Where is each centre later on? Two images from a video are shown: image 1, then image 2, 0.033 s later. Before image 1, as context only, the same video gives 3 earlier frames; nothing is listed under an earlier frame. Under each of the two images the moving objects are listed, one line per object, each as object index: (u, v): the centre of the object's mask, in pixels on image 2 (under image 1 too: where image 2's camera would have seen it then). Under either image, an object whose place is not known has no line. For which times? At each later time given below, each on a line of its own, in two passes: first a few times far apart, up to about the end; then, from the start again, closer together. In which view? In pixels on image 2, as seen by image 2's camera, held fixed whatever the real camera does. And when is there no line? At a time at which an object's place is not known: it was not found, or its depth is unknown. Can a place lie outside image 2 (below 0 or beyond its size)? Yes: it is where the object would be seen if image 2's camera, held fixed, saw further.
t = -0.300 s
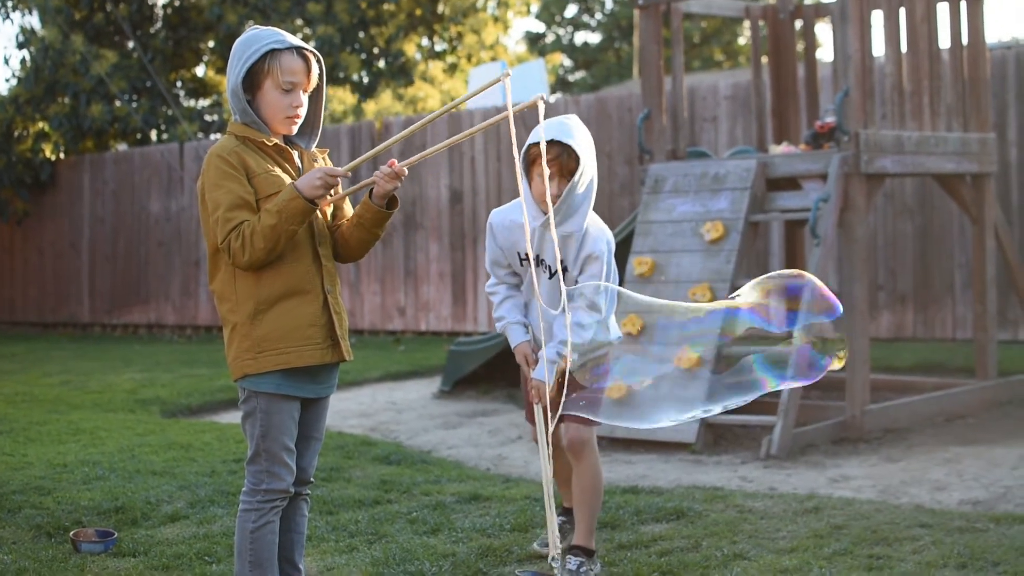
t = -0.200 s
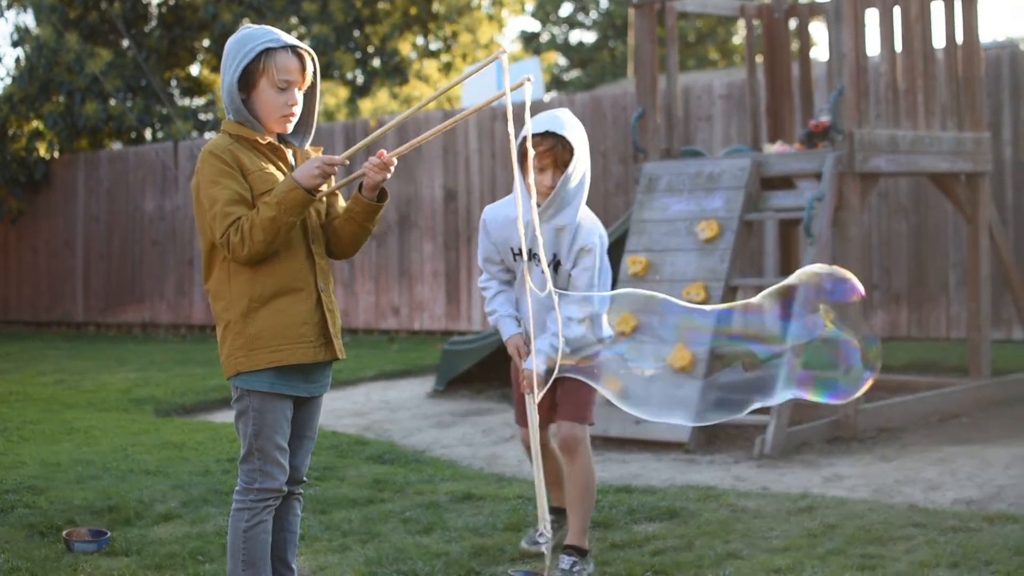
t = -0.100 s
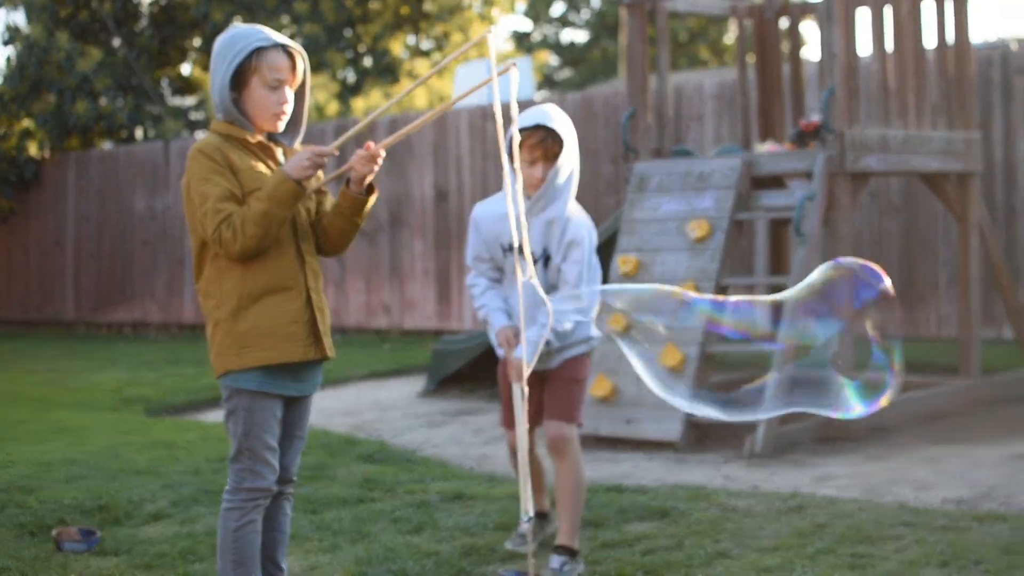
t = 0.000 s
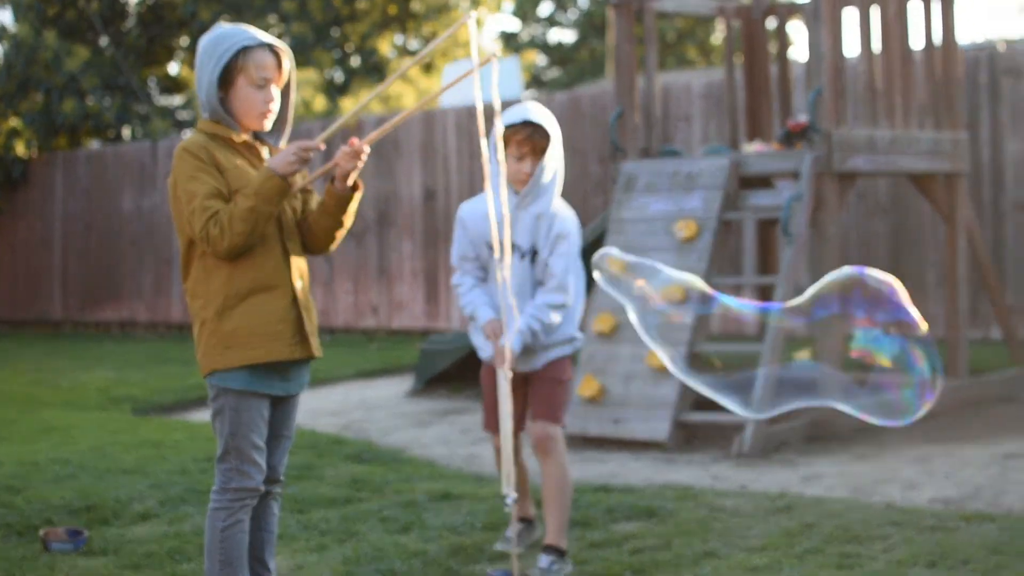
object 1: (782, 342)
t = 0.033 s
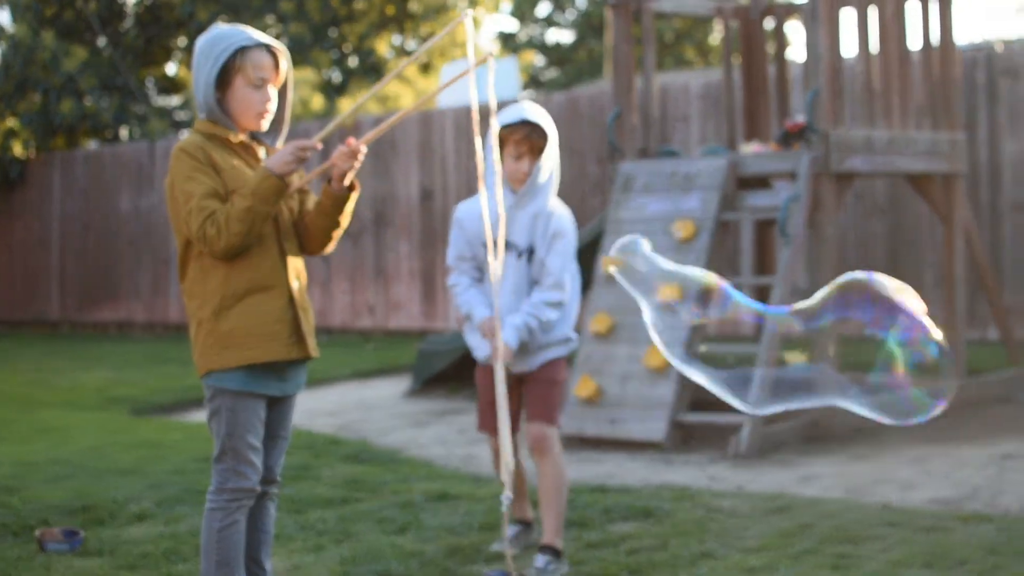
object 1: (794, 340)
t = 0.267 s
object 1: (890, 336)
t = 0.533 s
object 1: (1015, 349)
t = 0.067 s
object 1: (805, 339)
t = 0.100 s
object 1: (817, 337)
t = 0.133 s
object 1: (830, 335)
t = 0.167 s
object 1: (844, 334)
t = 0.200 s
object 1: (859, 334)
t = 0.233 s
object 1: (874, 336)
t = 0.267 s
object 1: (890, 336)
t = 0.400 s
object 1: (961, 343)
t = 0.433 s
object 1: (976, 344)
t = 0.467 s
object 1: (986, 343)
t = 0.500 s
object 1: (1000, 346)
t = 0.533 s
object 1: (1015, 349)
